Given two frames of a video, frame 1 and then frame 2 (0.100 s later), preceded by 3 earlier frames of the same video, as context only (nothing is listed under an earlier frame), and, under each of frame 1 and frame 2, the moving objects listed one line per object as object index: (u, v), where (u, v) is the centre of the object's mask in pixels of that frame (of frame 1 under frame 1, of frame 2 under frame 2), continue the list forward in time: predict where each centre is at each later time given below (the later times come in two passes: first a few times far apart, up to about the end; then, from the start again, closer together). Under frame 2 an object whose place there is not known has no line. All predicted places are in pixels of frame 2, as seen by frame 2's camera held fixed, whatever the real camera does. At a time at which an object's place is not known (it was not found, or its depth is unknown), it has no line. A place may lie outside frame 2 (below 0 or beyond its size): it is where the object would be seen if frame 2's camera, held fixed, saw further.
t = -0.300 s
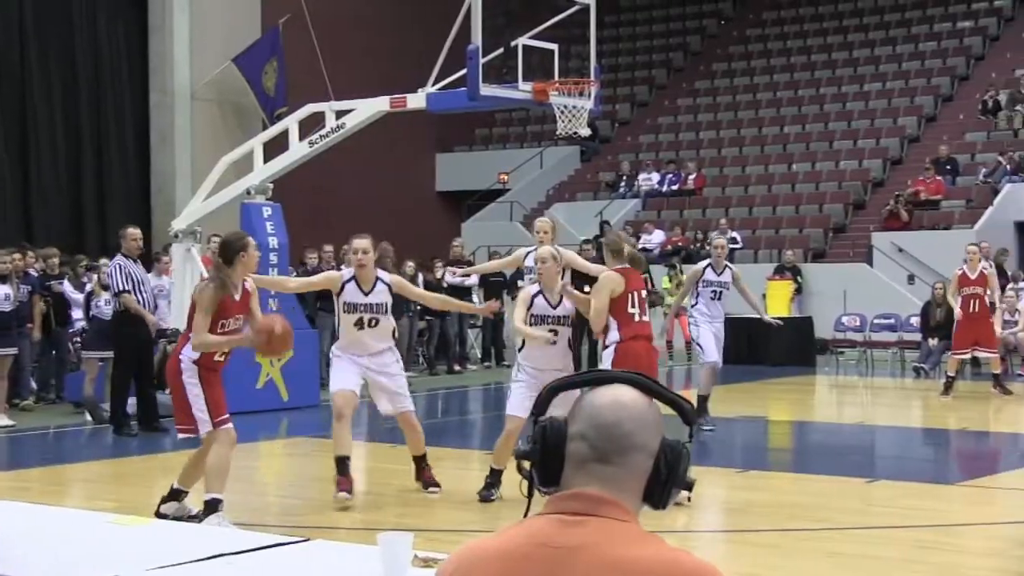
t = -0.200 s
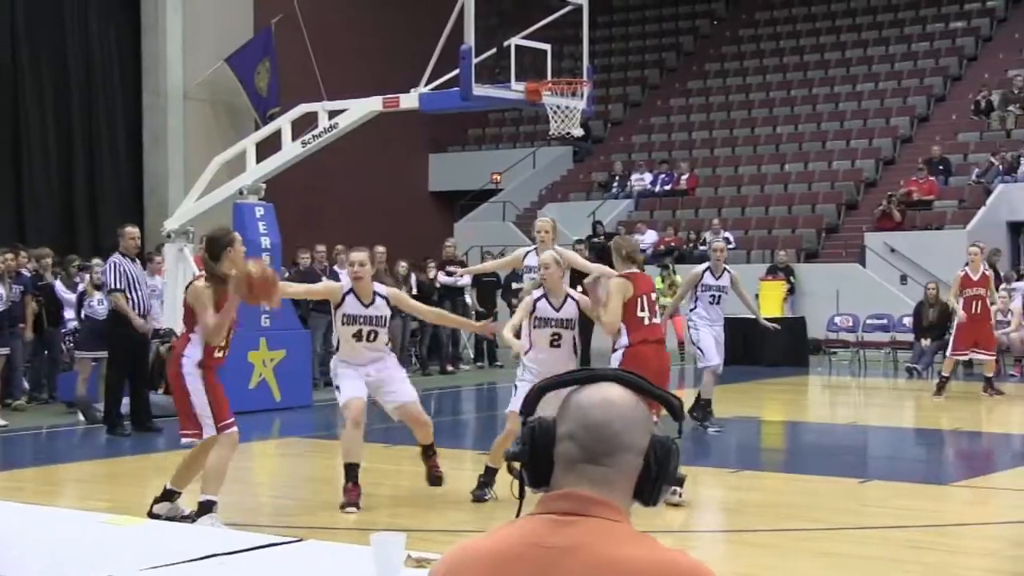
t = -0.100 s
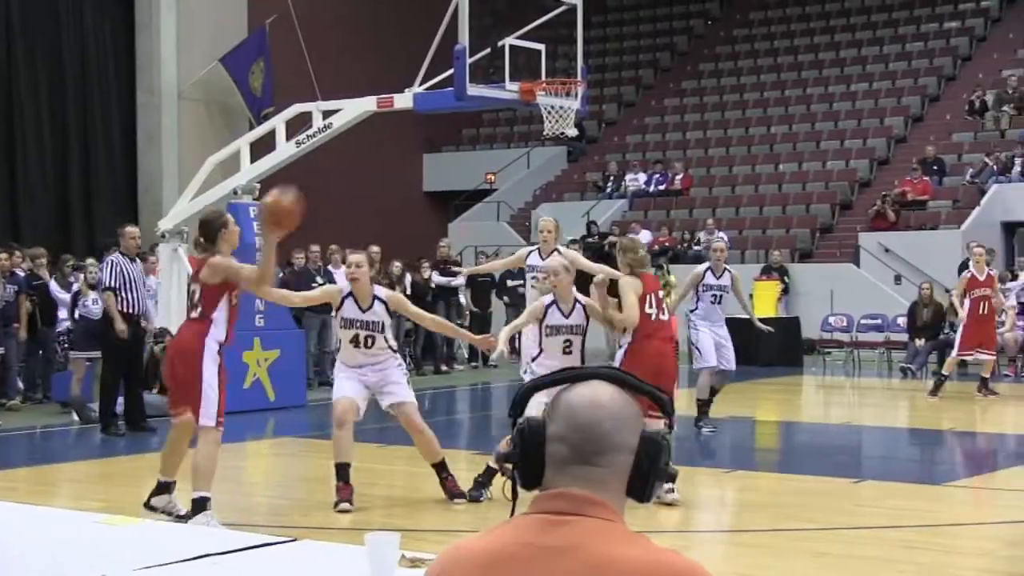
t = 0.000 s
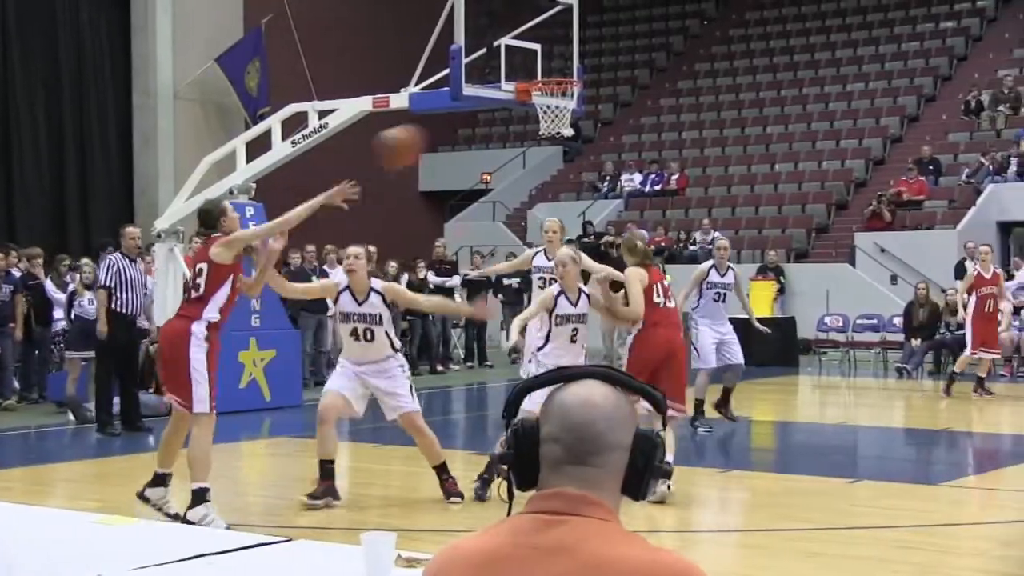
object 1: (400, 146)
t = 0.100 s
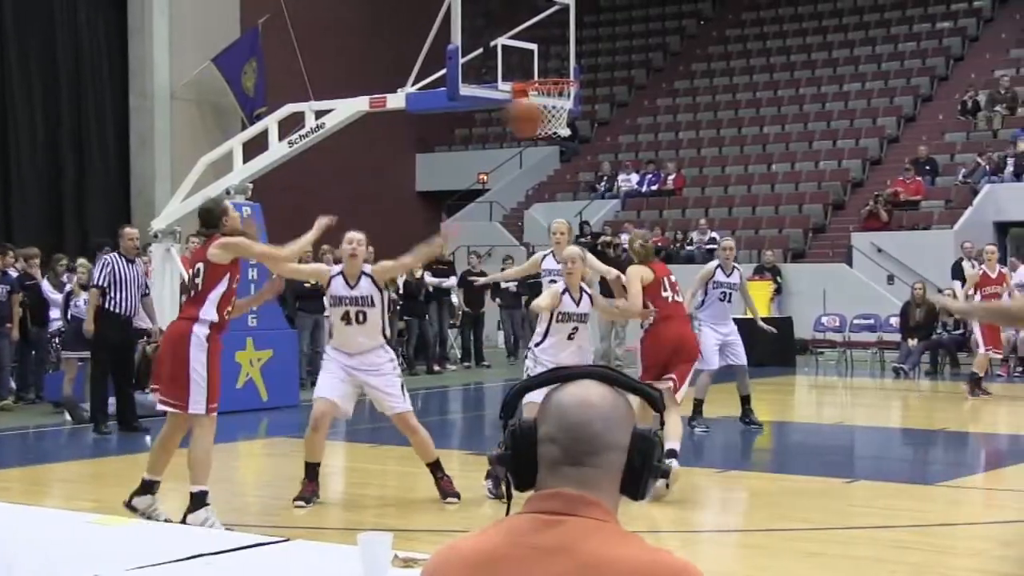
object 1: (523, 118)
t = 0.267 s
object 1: (716, 101)
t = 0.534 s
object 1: (966, 158)
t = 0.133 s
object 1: (572, 112)
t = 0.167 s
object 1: (607, 105)
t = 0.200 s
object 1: (645, 103)
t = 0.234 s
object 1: (685, 100)
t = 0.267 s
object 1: (716, 101)
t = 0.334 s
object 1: (784, 107)
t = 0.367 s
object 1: (815, 112)
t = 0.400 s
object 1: (847, 120)
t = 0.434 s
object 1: (878, 128)
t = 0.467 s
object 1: (907, 137)
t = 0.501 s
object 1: (936, 147)
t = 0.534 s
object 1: (966, 158)
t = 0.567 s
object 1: (996, 169)
